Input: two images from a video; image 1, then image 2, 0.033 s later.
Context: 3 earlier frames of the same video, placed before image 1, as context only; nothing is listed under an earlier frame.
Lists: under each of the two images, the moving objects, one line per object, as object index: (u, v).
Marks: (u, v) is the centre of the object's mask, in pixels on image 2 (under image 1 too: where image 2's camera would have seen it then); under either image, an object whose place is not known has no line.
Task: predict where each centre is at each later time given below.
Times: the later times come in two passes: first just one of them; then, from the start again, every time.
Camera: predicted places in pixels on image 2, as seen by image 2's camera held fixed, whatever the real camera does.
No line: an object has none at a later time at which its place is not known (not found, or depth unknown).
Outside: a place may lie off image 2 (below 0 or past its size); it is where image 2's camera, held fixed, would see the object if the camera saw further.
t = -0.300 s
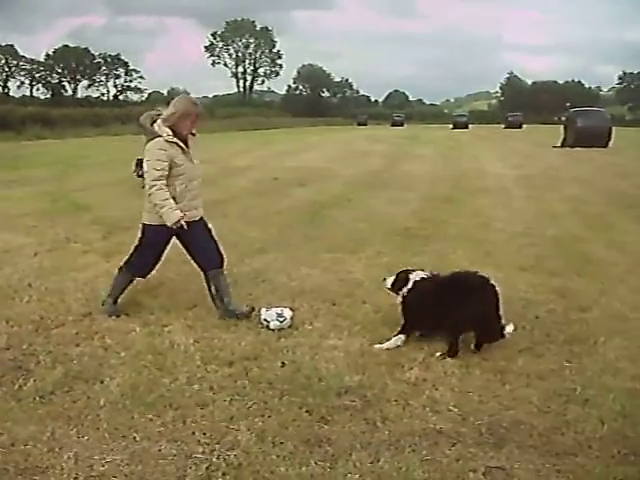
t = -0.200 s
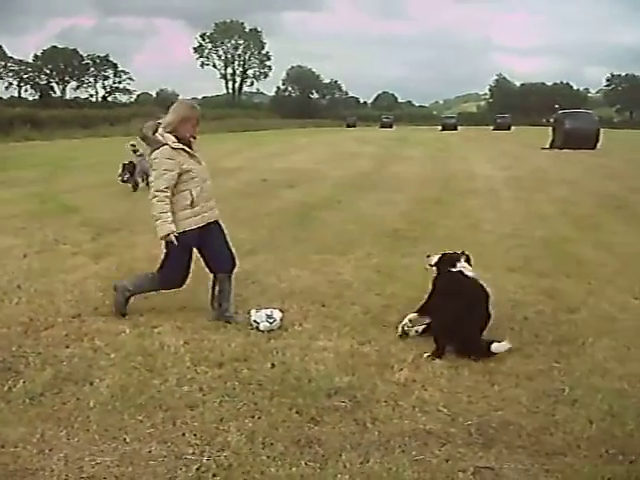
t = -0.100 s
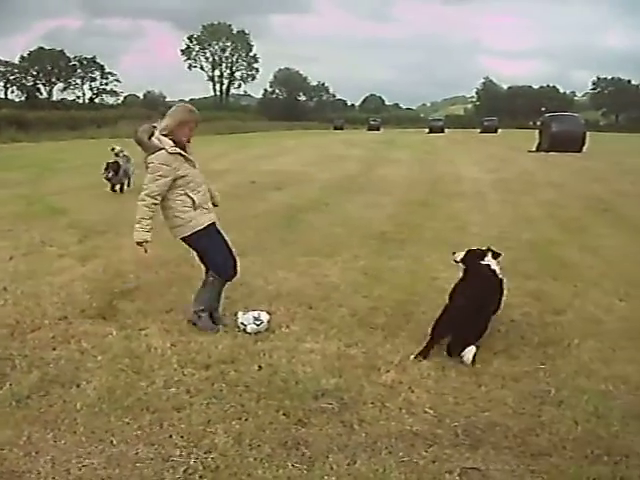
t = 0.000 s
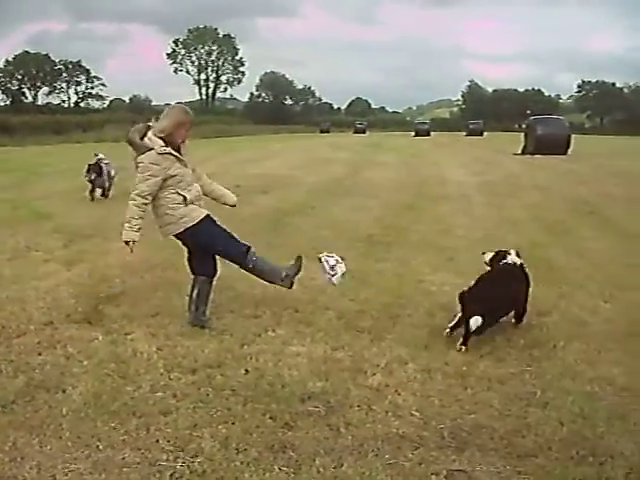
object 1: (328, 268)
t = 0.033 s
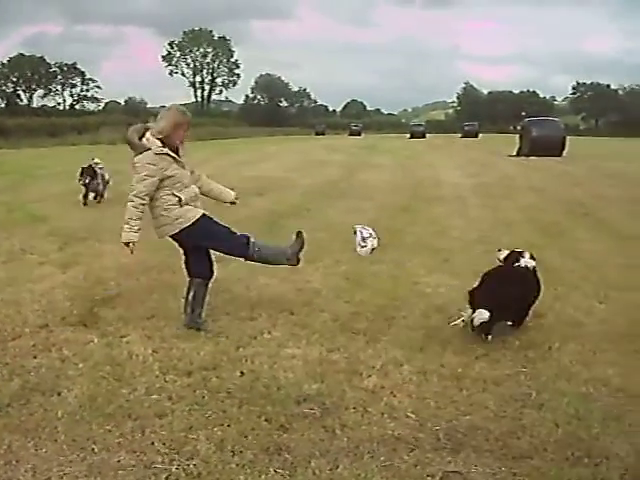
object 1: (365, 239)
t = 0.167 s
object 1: (494, 155)
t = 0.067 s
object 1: (400, 214)
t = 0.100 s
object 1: (433, 192)
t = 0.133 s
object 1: (464, 173)
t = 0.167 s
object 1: (494, 155)
